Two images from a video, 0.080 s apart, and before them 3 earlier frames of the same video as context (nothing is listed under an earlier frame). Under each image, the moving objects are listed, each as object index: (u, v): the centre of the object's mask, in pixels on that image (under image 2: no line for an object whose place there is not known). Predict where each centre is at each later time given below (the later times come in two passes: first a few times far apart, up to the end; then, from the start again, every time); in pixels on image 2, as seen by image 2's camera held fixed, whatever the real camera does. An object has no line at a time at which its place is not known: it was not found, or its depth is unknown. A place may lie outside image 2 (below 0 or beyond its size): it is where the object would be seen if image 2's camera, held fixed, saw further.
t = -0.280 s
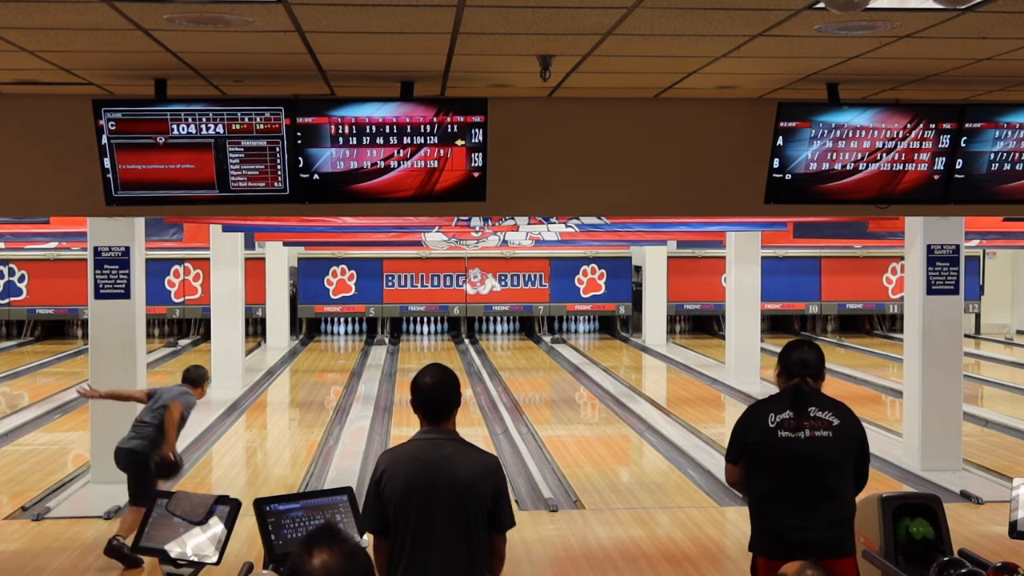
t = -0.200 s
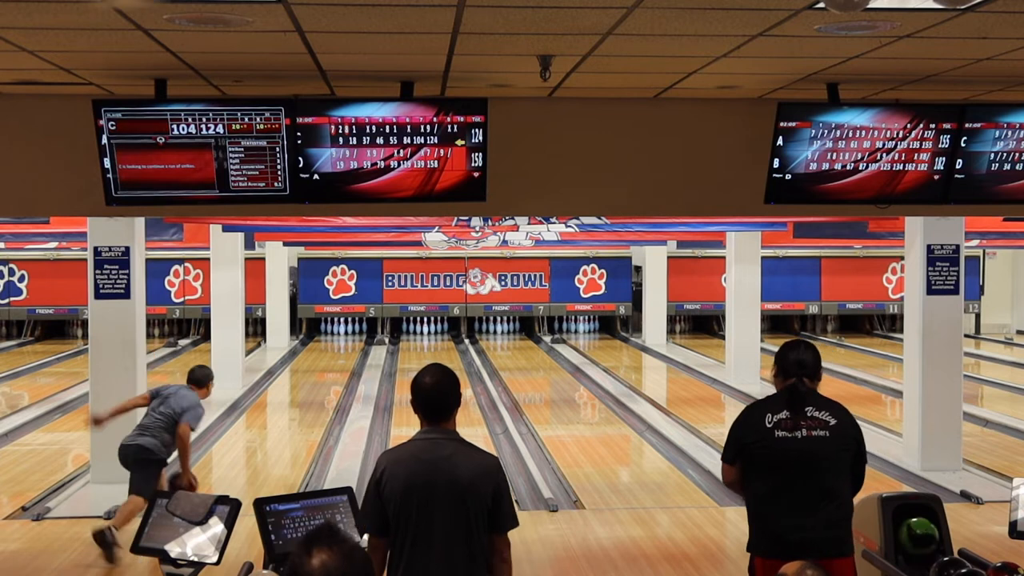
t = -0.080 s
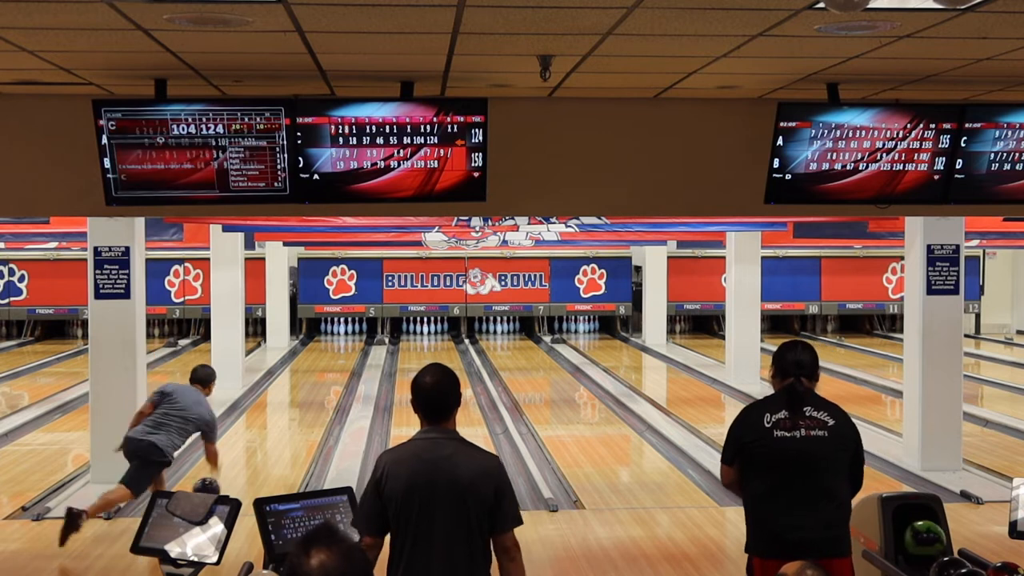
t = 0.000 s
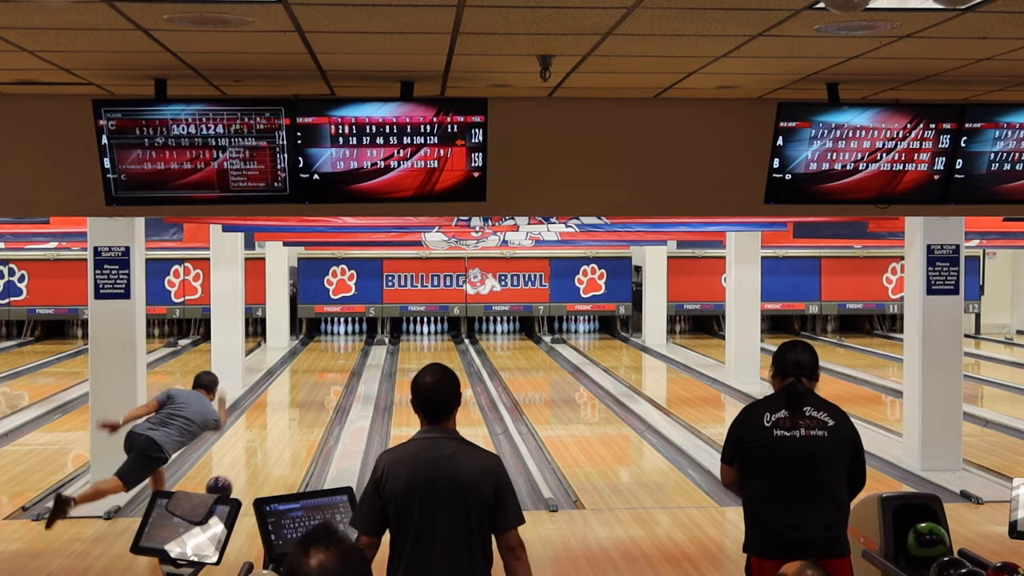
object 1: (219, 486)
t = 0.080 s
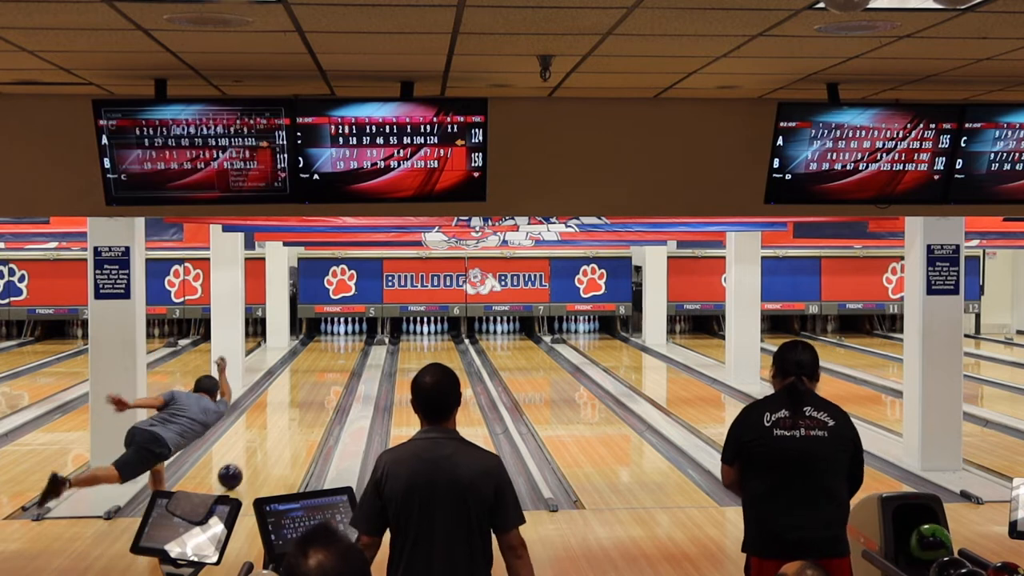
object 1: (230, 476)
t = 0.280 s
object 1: (253, 450)
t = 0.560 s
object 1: (278, 422)
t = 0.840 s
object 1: (296, 401)
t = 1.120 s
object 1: (309, 384)
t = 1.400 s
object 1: (320, 370)
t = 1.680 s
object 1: (328, 359)
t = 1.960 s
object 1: (334, 350)
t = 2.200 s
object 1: (339, 342)
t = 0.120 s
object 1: (235, 471)
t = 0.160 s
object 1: (240, 465)
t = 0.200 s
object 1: (245, 460)
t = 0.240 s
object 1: (249, 455)
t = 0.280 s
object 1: (253, 450)
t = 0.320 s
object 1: (257, 446)
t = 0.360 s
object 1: (261, 441)
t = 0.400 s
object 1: (264, 438)
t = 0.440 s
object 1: (268, 433)
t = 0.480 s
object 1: (271, 430)
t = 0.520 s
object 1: (274, 426)
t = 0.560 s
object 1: (278, 422)
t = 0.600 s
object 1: (280, 419)
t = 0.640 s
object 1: (283, 416)
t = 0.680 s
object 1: (286, 412)
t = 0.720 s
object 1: (289, 410)
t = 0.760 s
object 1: (291, 407)
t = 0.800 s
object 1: (293, 404)
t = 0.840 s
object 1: (296, 401)
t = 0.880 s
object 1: (298, 399)
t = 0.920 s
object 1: (300, 396)
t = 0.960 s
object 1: (302, 393)
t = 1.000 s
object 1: (304, 391)
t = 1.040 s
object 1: (306, 388)
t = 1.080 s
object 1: (308, 386)
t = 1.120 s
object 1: (309, 384)
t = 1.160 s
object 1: (311, 382)
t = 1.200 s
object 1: (313, 380)
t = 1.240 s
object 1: (314, 378)
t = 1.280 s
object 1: (316, 376)
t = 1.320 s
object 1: (317, 374)
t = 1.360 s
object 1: (319, 372)
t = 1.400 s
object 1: (320, 370)
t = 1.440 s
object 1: (321, 368)
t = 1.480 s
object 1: (323, 367)
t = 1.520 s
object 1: (324, 365)
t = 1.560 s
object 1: (325, 364)
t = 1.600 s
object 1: (326, 362)
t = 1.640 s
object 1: (327, 361)
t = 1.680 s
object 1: (328, 359)
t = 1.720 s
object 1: (329, 358)
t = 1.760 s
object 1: (330, 356)
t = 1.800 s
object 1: (331, 355)
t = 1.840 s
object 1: (332, 353)
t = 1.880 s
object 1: (333, 352)
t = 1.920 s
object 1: (334, 351)
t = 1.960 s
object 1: (334, 350)
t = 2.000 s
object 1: (335, 348)
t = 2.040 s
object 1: (336, 347)
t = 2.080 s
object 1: (337, 346)
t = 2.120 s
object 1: (338, 345)
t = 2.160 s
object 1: (338, 343)
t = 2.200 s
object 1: (339, 342)
